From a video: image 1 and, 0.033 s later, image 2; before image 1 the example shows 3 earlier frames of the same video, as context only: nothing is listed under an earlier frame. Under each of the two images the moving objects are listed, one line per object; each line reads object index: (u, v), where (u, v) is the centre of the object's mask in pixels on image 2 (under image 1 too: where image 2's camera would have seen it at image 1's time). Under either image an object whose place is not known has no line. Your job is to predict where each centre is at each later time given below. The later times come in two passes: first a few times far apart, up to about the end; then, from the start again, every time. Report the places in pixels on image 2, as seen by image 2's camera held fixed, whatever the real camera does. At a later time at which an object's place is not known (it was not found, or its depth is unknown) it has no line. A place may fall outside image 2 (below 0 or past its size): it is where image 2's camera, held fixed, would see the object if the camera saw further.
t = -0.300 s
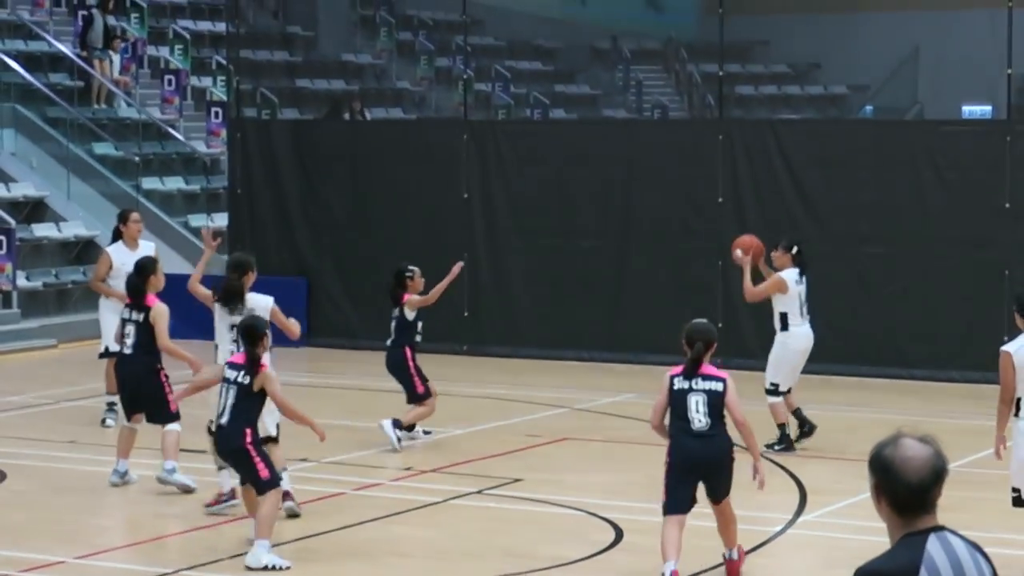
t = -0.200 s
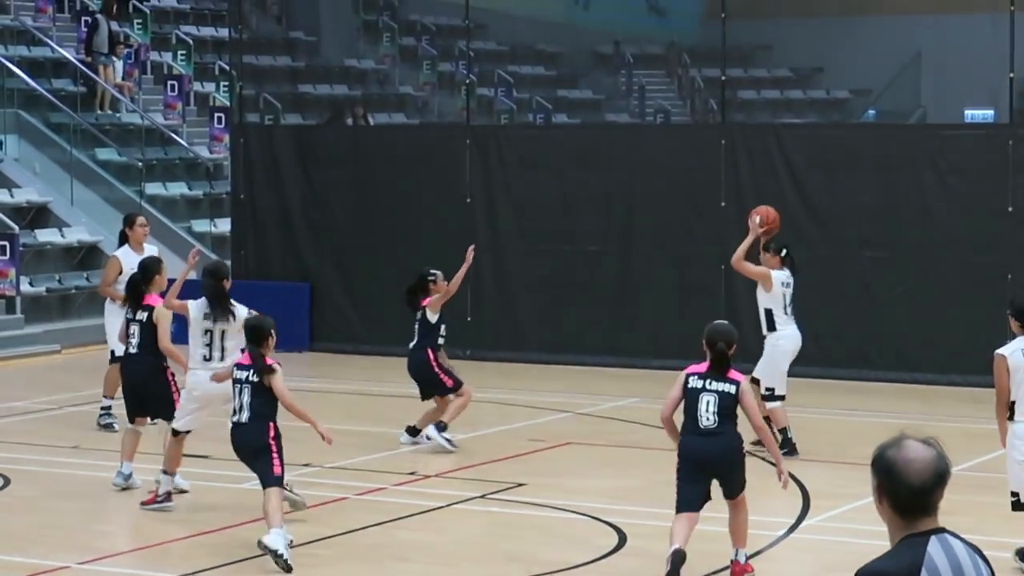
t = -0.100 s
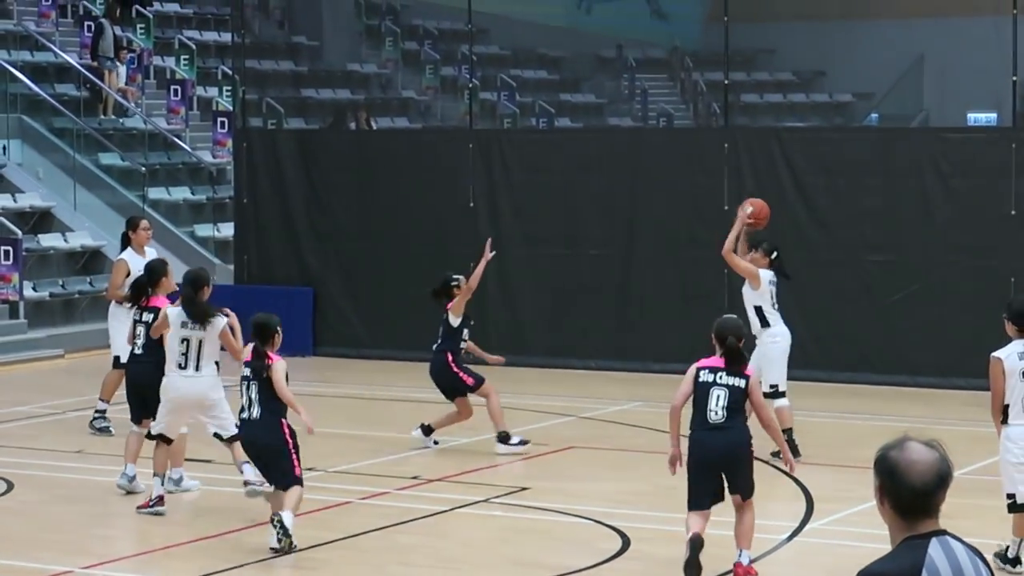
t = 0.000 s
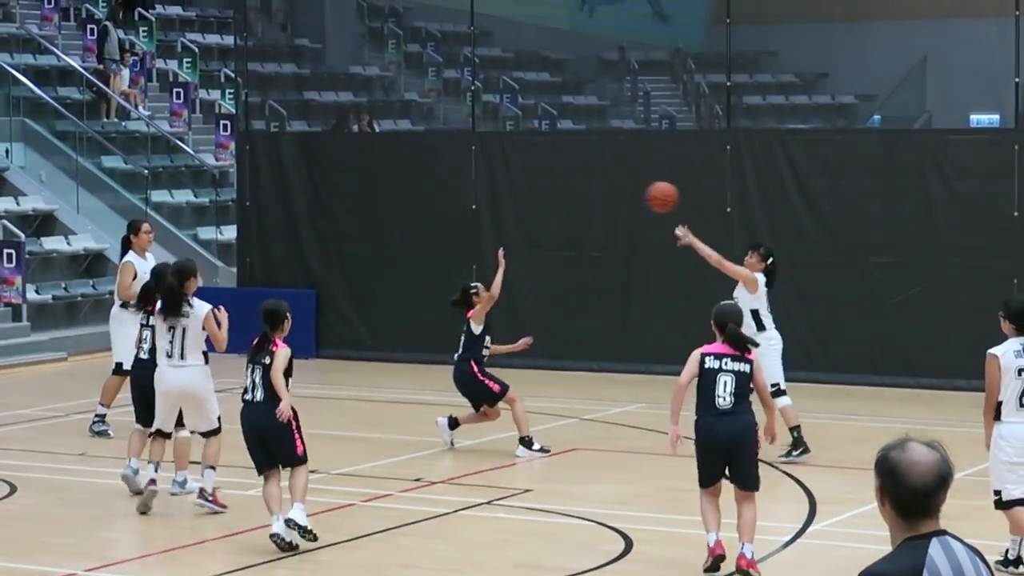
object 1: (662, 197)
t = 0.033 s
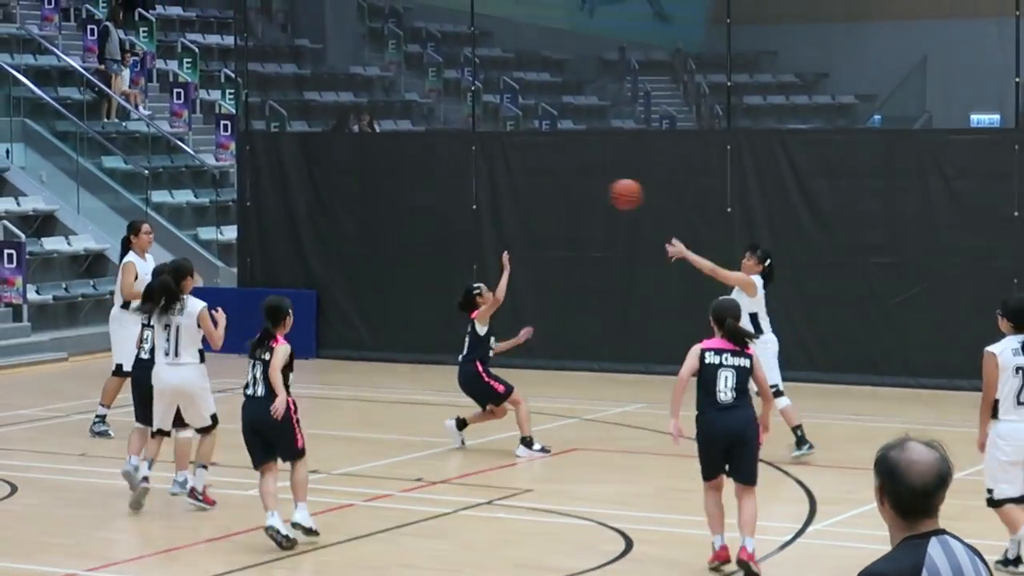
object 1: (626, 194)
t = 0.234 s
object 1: (417, 207)
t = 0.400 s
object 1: (257, 252)
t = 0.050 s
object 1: (607, 193)
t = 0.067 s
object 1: (589, 193)
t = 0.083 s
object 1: (572, 192)
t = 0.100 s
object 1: (554, 192)
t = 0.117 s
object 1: (537, 193)
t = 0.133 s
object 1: (519, 194)
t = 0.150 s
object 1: (502, 196)
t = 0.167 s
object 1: (485, 197)
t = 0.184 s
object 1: (468, 199)
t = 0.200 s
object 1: (451, 202)
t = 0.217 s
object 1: (434, 204)
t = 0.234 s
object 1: (417, 207)
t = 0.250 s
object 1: (400, 210)
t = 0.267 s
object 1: (384, 214)
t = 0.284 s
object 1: (368, 218)
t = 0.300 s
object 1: (352, 222)
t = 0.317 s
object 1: (336, 226)
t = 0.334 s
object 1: (320, 231)
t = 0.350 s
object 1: (304, 236)
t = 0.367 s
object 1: (288, 241)
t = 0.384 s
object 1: (273, 247)
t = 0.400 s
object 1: (257, 252)
